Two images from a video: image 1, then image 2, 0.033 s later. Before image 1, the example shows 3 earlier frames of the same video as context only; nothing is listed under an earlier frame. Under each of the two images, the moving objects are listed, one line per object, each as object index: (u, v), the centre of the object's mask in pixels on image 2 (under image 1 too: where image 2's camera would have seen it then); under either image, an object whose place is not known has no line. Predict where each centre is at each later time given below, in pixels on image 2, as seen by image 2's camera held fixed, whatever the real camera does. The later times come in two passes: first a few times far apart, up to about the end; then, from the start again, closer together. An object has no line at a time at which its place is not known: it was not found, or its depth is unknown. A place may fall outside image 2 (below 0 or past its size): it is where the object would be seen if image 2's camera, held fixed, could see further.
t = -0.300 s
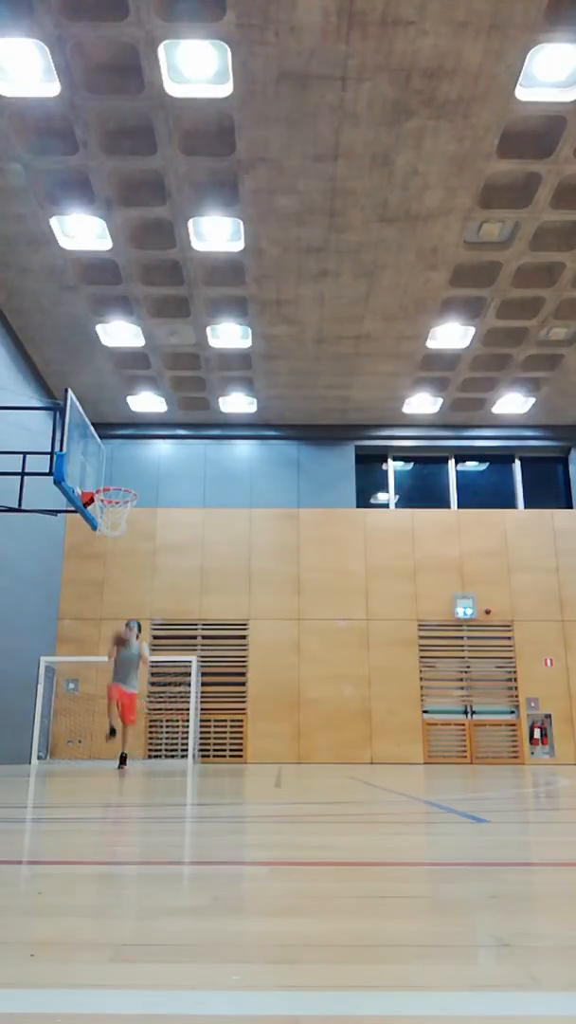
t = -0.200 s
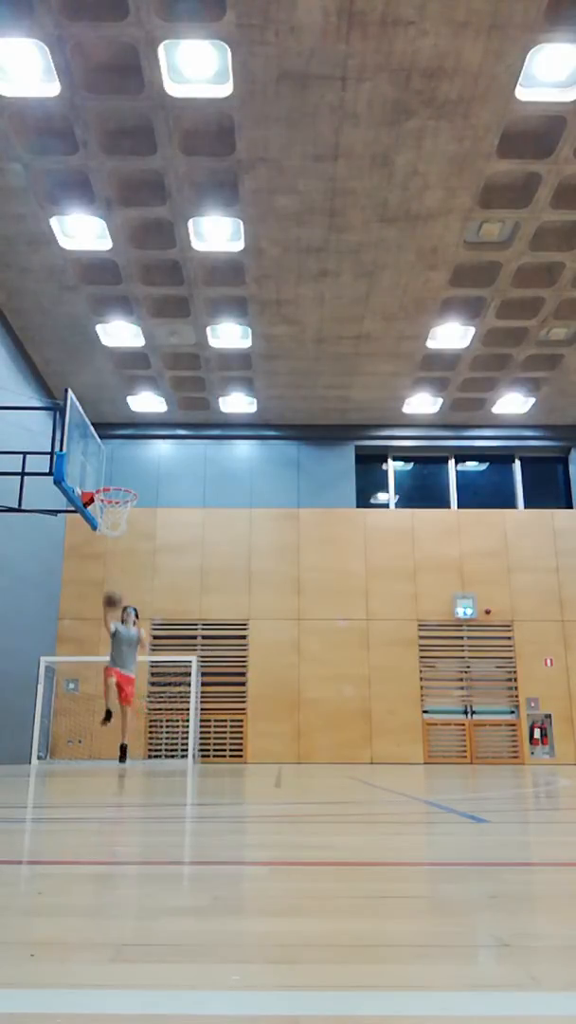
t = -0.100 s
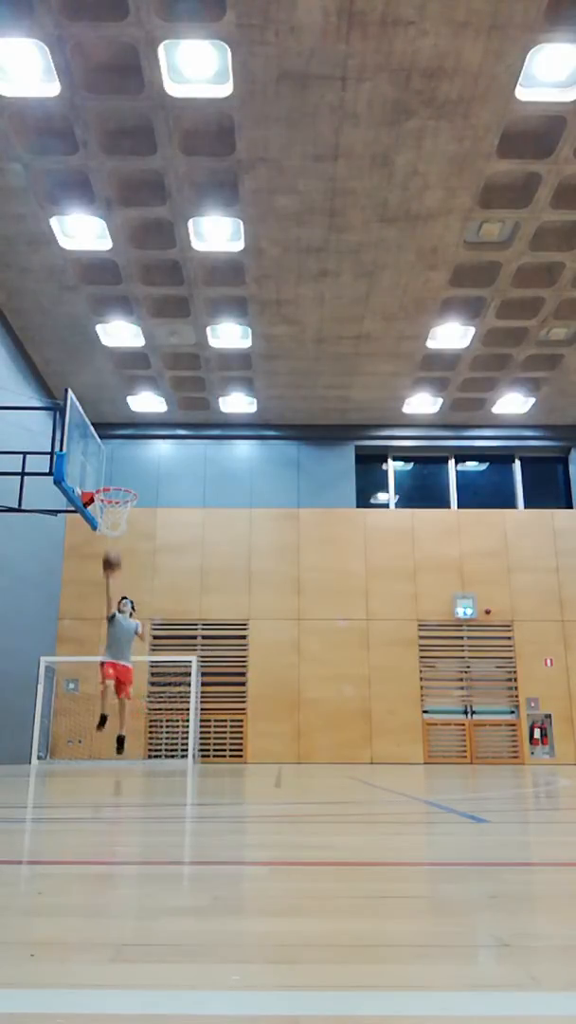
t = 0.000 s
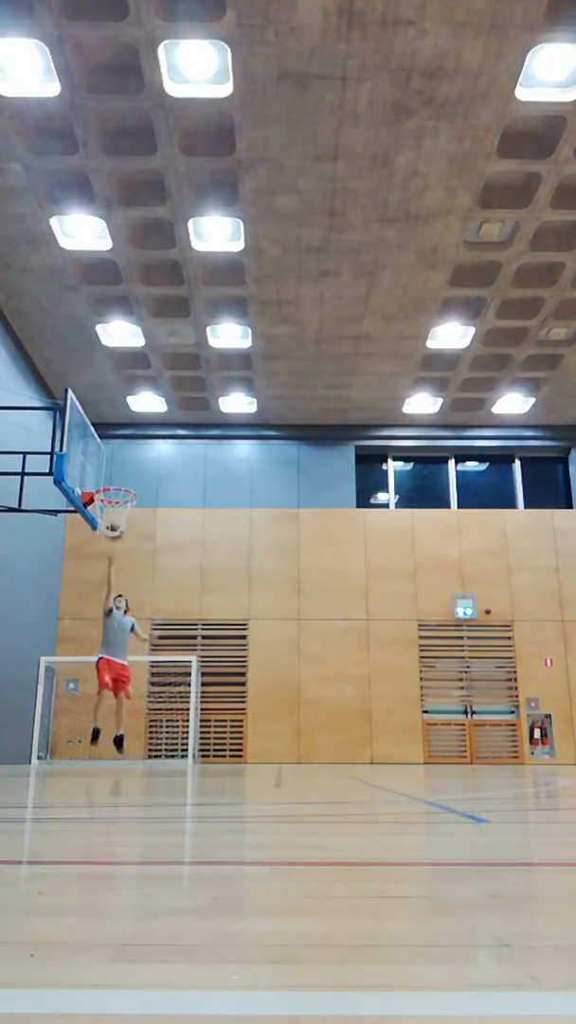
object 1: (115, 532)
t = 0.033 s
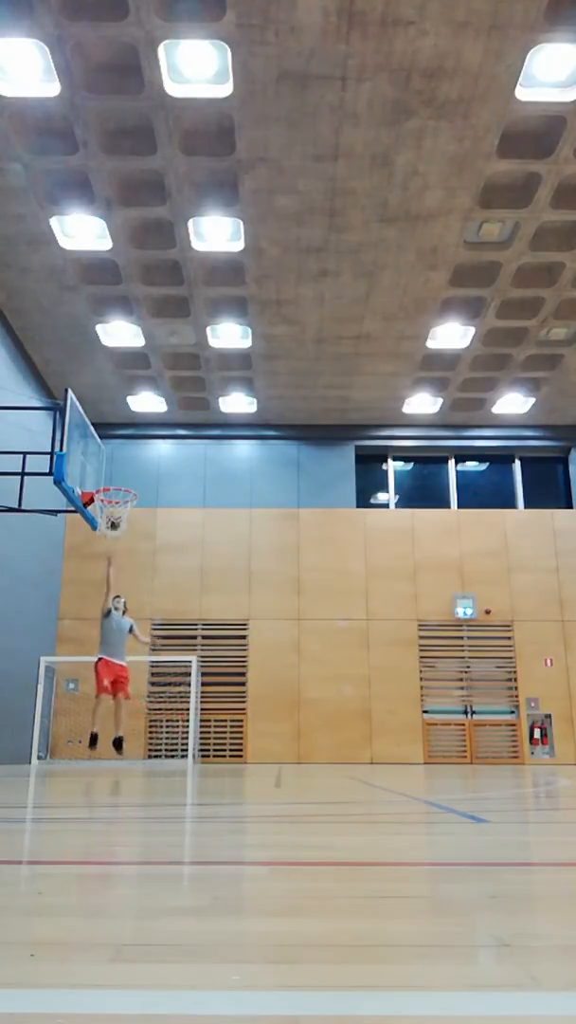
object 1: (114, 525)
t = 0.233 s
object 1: (118, 484)
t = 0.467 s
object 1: (120, 480)
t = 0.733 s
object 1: (117, 526)
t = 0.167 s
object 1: (118, 494)
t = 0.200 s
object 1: (118, 491)
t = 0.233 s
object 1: (118, 484)
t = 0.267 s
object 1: (118, 481)
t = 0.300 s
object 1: (119, 480)
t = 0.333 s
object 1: (119, 479)
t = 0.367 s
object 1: (119, 477)
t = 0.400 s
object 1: (119, 477)
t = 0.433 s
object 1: (119, 478)
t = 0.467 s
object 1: (120, 480)
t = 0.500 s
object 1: (119, 484)
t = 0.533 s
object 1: (120, 487)
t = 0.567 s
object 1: (119, 493)
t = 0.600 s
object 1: (119, 497)
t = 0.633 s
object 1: (119, 504)
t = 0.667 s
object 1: (118, 511)
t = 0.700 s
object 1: (117, 519)
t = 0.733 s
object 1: (117, 526)
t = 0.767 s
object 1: (116, 536)
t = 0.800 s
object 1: (115, 544)
